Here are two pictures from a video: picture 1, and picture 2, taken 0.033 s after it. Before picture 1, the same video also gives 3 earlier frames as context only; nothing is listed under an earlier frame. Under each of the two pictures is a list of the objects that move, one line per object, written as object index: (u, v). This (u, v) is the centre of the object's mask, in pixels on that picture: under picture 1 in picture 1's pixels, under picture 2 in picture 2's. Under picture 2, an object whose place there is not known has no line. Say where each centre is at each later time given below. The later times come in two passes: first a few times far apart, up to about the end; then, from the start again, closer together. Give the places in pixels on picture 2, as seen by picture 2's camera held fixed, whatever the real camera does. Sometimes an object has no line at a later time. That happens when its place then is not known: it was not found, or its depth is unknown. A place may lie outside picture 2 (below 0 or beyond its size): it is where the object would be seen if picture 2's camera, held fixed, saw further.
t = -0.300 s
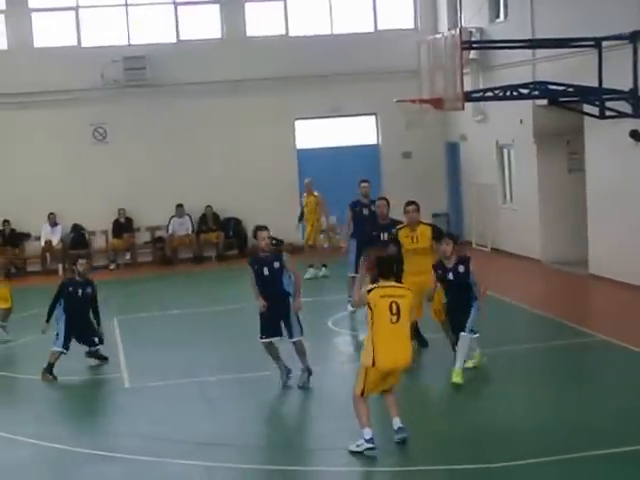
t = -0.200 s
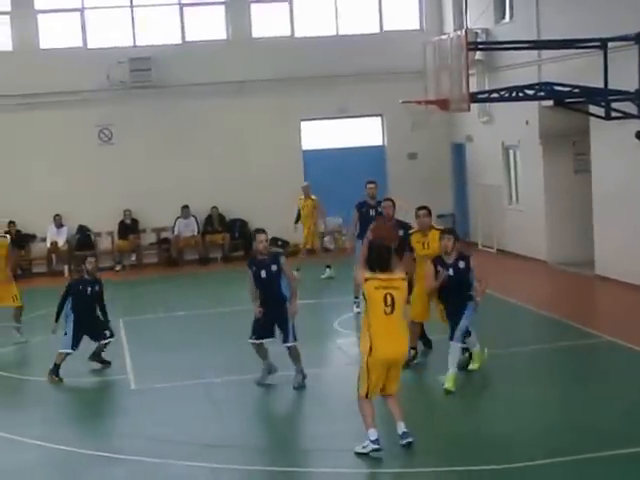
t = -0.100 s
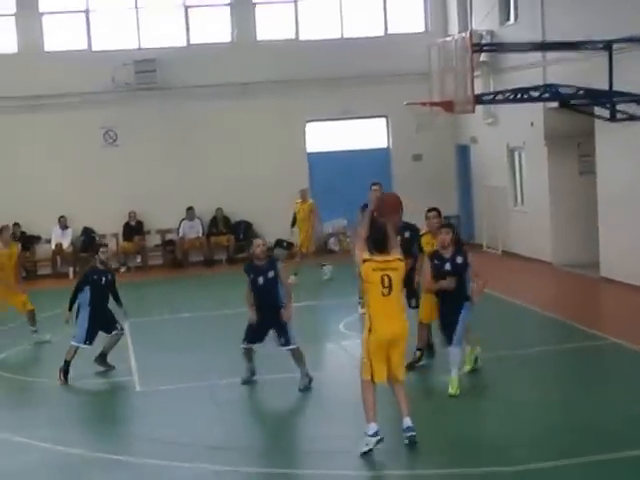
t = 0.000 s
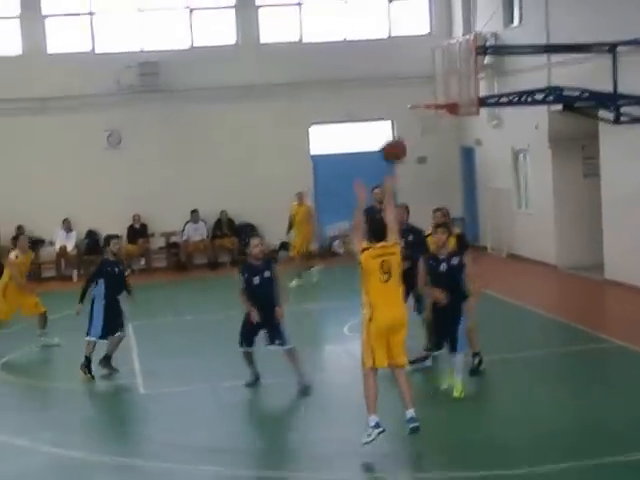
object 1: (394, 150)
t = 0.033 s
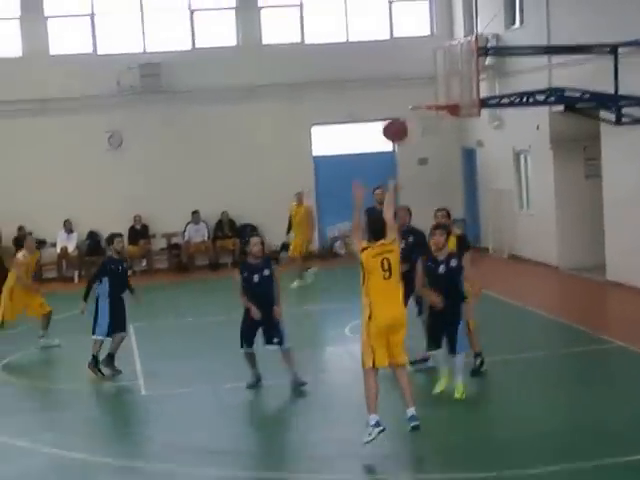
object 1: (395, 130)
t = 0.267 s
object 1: (400, 34)
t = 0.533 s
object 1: (407, 3)
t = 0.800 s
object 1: (413, 36)
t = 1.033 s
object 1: (419, 99)
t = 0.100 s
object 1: (396, 94)
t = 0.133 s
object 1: (396, 79)
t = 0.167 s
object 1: (397, 65)
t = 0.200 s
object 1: (399, 53)
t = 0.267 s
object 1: (400, 34)
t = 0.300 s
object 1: (401, 26)
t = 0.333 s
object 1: (401, 18)
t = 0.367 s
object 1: (402, 12)
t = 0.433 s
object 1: (404, 5)
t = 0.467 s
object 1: (405, 3)
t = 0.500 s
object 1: (406, 3)
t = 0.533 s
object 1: (407, 3)
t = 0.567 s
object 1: (407, 4)
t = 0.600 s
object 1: (408, 5)
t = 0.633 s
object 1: (409, 8)
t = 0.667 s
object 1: (410, 12)
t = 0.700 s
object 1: (411, 17)
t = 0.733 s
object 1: (412, 22)
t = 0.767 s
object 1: (413, 29)
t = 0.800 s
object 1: (413, 36)
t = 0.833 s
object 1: (414, 43)
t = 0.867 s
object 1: (415, 50)
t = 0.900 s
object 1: (416, 59)
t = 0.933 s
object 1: (417, 68)
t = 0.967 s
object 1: (418, 78)
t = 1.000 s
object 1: (418, 88)
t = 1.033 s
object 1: (419, 99)
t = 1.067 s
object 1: (421, 109)
